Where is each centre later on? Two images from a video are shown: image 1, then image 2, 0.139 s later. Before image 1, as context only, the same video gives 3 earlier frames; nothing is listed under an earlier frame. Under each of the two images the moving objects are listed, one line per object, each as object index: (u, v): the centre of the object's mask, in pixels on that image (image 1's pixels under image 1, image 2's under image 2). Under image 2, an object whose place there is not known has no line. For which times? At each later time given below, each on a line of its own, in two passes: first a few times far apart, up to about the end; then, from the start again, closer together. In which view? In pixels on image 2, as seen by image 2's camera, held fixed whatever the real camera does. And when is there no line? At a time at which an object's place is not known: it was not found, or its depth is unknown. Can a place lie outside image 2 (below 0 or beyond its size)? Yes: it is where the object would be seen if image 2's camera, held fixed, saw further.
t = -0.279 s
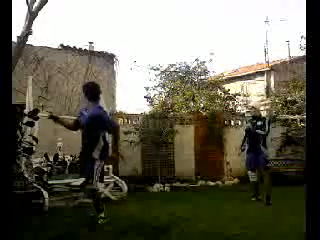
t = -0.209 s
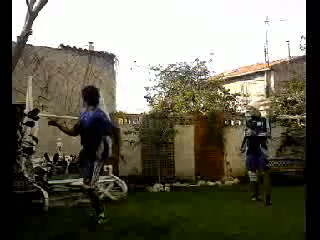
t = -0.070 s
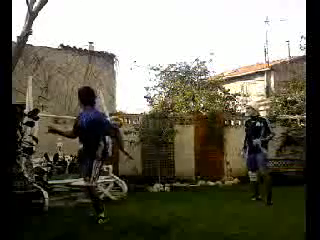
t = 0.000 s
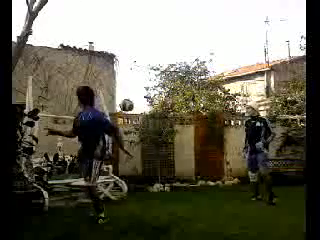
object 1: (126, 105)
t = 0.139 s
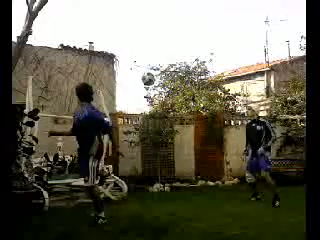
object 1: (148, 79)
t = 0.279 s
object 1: (169, 63)
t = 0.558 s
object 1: (209, 65)
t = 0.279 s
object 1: (169, 63)
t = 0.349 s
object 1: (179, 60)
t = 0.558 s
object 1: (209, 65)
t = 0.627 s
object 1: (218, 72)
